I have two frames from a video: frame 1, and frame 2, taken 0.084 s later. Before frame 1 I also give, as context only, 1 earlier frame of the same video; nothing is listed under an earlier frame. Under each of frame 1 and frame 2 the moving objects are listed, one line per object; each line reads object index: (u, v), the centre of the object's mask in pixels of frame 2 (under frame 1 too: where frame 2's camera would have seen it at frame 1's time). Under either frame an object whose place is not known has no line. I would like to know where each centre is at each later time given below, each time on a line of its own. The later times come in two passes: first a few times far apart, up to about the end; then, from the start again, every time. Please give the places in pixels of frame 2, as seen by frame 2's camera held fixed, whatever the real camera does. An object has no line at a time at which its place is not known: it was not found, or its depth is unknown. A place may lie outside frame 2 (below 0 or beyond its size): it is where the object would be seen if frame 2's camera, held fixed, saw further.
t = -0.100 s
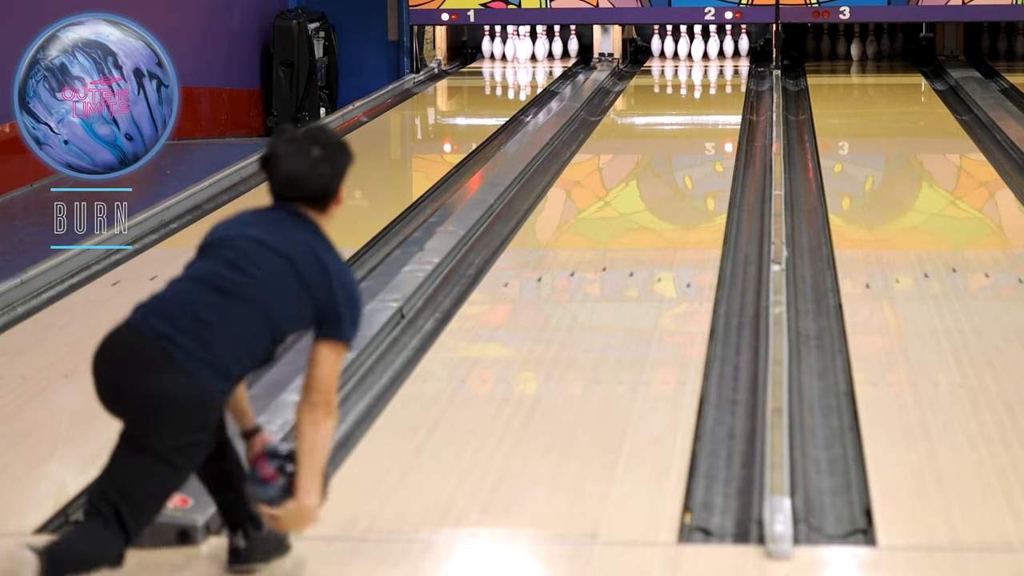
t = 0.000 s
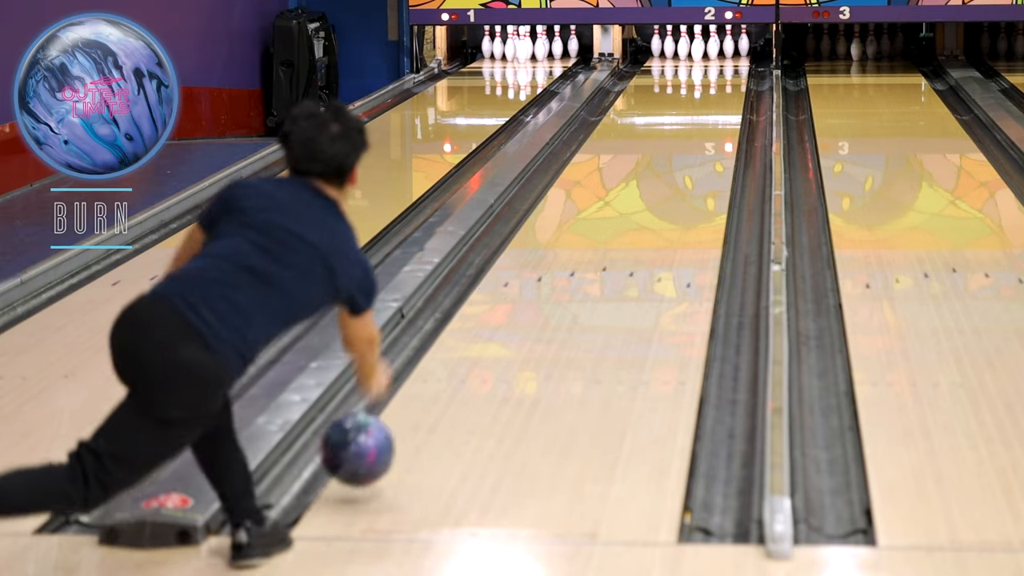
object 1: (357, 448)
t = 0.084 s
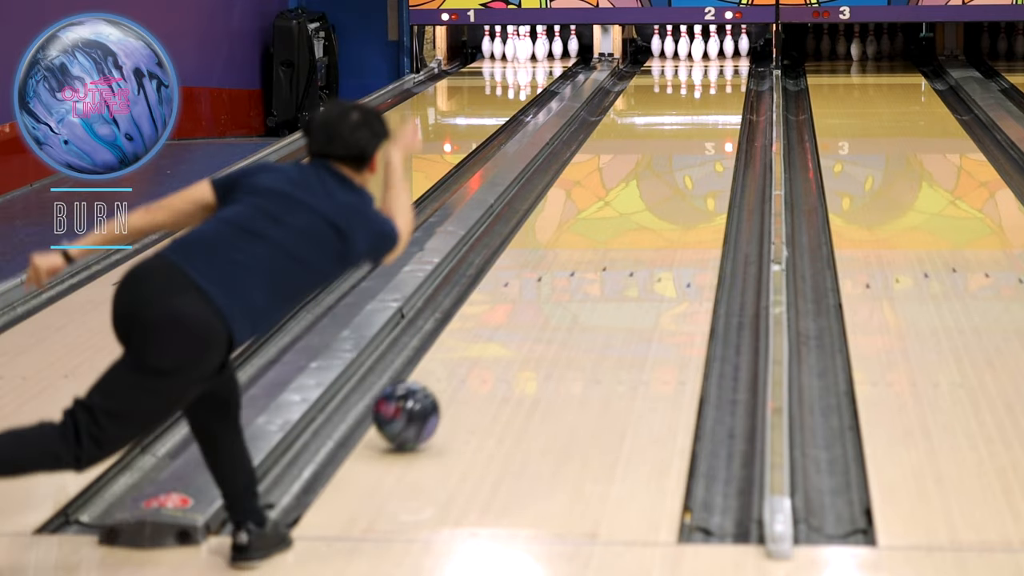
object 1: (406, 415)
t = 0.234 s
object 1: (475, 348)
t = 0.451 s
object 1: (546, 274)
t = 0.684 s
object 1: (601, 218)
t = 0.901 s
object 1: (637, 178)
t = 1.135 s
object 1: (667, 145)
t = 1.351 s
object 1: (688, 121)
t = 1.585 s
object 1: (705, 99)
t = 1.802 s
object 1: (716, 83)
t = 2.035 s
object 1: (719, 68)
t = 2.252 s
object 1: (714, 57)
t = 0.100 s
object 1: (414, 405)
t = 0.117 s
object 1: (423, 397)
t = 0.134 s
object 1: (431, 390)
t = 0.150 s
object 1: (439, 384)
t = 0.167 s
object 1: (447, 376)
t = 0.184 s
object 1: (454, 369)
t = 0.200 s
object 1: (461, 361)
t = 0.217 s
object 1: (468, 355)
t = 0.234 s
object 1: (475, 348)
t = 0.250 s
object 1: (481, 341)
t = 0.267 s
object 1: (488, 335)
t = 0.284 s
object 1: (494, 329)
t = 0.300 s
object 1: (500, 322)
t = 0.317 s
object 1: (506, 316)
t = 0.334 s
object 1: (511, 311)
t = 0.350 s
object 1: (517, 305)
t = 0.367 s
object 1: (522, 299)
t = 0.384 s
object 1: (527, 294)
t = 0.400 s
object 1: (532, 289)
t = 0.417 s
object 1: (537, 284)
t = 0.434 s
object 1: (542, 279)
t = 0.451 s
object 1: (546, 274)
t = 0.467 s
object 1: (551, 270)
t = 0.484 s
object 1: (555, 265)
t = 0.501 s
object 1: (560, 261)
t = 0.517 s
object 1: (564, 256)
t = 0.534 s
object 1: (568, 252)
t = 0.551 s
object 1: (572, 248)
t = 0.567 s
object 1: (576, 244)
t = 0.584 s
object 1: (580, 240)
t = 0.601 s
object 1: (583, 236)
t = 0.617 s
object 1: (587, 232)
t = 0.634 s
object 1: (591, 229)
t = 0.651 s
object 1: (594, 225)
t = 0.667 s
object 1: (597, 221)
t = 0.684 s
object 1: (601, 218)
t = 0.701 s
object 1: (604, 214)
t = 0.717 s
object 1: (607, 211)
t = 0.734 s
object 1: (610, 208)
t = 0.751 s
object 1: (613, 204)
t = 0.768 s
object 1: (616, 201)
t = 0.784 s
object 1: (619, 198)
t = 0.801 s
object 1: (621, 195)
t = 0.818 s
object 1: (624, 192)
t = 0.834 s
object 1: (627, 189)
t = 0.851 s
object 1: (630, 186)
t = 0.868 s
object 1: (632, 184)
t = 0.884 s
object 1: (635, 181)
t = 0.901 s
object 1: (637, 178)
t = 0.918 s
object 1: (640, 176)
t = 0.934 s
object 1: (642, 173)
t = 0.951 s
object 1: (644, 170)
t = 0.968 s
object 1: (647, 168)
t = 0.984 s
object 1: (649, 166)
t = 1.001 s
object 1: (651, 163)
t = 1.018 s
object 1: (653, 161)
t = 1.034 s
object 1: (655, 158)
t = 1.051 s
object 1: (657, 156)
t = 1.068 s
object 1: (659, 153)
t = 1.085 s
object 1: (661, 151)
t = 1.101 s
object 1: (663, 149)
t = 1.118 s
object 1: (665, 147)
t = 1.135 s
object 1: (667, 145)
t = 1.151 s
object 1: (669, 143)
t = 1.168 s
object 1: (671, 141)
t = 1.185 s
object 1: (672, 139)
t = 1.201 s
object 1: (674, 137)
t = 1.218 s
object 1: (676, 135)
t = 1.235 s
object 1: (678, 133)
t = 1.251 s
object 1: (679, 131)
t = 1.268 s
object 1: (681, 129)
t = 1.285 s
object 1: (682, 127)
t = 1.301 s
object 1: (684, 126)
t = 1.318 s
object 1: (685, 124)
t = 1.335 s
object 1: (687, 122)
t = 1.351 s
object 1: (688, 121)
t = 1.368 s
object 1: (690, 119)
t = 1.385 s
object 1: (691, 117)
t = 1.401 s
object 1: (693, 116)
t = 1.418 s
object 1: (694, 114)
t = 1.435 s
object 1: (695, 113)
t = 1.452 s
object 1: (696, 111)
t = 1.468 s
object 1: (698, 110)
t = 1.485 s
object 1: (699, 108)
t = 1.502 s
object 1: (700, 107)
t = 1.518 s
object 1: (701, 105)
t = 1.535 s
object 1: (702, 104)
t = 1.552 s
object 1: (703, 102)
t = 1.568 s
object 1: (704, 101)
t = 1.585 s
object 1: (705, 99)
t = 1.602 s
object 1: (706, 98)
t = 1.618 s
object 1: (707, 96)
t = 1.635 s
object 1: (708, 95)
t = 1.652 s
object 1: (709, 94)
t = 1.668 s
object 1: (710, 93)
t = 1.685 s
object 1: (711, 91)
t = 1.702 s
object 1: (712, 90)
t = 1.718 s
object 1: (712, 89)
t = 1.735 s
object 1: (713, 88)
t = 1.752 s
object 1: (714, 86)
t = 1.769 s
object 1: (714, 85)
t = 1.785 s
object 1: (715, 84)
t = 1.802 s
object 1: (716, 83)
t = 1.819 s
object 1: (716, 81)
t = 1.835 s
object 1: (717, 80)
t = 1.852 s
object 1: (717, 79)
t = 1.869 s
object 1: (718, 78)
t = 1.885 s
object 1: (718, 77)
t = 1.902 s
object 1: (718, 76)
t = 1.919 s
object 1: (718, 75)
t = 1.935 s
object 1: (719, 74)
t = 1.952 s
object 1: (719, 73)
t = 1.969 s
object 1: (719, 72)
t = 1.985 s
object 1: (719, 71)
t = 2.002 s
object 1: (719, 70)
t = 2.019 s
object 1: (719, 69)
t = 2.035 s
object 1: (719, 68)
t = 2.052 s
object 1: (719, 67)
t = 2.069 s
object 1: (719, 66)
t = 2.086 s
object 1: (718, 65)
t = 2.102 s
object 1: (718, 65)
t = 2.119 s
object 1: (718, 64)
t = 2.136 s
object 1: (717, 63)
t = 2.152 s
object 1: (717, 62)
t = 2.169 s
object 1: (717, 61)
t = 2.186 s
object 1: (716, 60)
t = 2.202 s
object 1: (716, 60)
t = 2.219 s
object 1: (715, 59)
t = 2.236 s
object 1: (715, 58)
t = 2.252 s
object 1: (714, 57)
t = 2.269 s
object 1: (713, 57)
